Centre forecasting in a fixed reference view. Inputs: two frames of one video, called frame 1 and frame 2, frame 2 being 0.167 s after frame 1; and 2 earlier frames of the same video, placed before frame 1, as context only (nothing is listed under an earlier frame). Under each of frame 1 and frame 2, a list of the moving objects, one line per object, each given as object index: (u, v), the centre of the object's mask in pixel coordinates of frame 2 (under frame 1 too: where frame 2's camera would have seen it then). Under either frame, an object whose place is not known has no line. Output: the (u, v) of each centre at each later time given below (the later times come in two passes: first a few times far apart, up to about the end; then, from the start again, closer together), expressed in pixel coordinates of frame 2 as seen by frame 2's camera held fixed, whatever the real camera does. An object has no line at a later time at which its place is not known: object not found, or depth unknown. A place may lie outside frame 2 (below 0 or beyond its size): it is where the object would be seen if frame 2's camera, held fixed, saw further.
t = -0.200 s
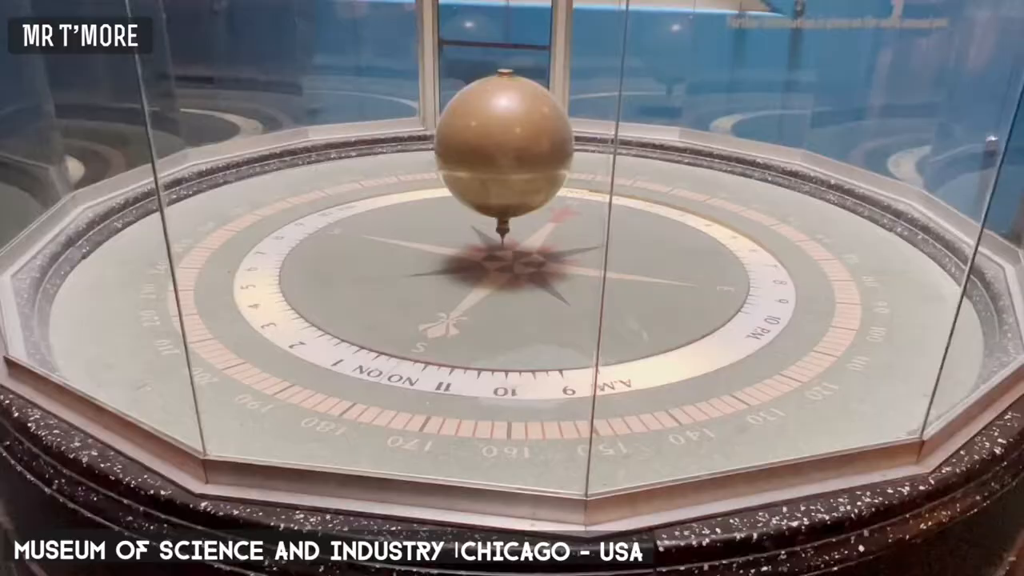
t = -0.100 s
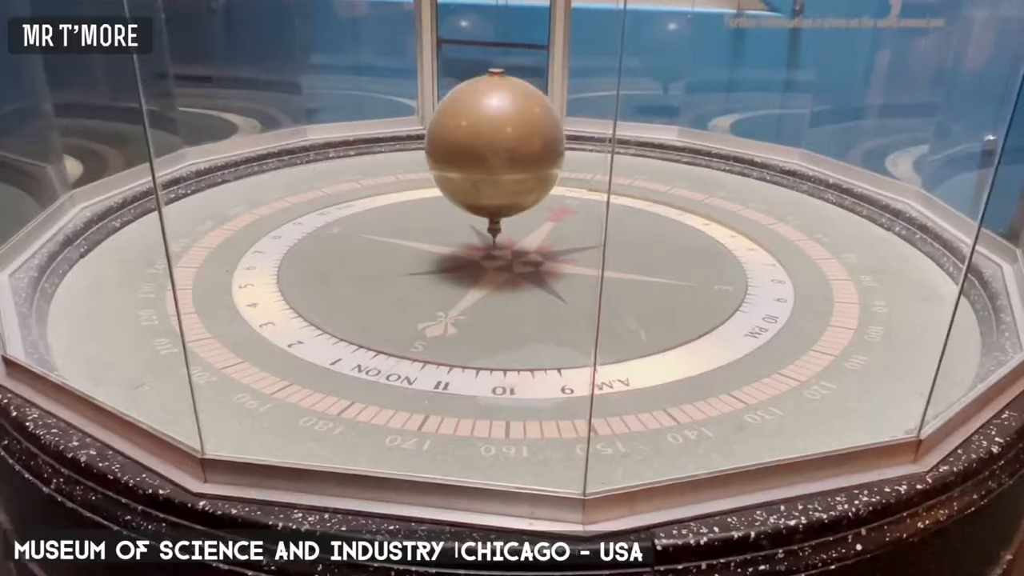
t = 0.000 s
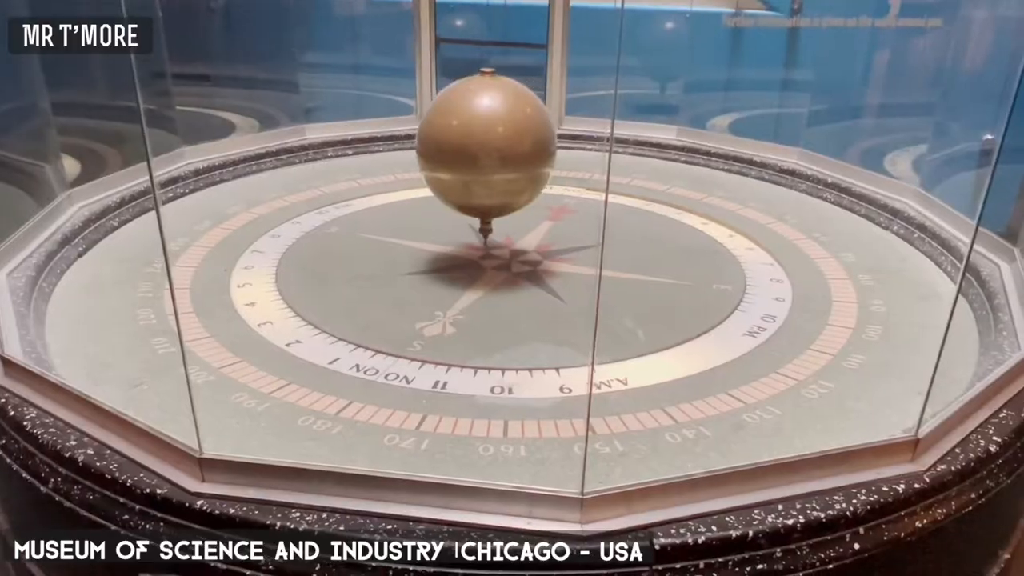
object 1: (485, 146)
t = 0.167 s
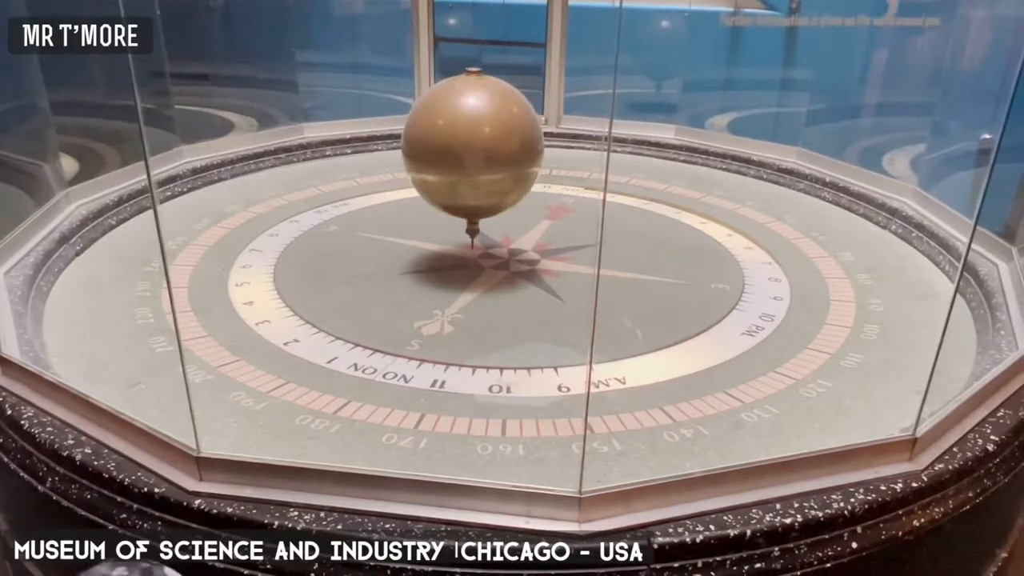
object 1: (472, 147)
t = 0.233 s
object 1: (469, 147)
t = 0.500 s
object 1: (451, 149)
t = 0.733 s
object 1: (437, 150)
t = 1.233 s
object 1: (414, 152)
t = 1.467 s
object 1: (407, 152)
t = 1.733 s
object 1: (403, 152)
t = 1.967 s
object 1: (403, 152)
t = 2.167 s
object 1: (405, 152)
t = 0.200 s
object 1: (470, 147)
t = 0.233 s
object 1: (469, 147)
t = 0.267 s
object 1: (466, 147)
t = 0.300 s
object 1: (463, 148)
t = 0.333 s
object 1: (461, 148)
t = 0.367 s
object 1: (460, 148)
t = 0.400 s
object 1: (457, 148)
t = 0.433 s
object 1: (455, 149)
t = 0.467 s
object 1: (453, 149)
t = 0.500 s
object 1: (451, 149)
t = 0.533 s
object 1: (449, 149)
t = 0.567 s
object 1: (447, 149)
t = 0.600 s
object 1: (444, 149)
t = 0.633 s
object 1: (442, 149)
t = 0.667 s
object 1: (440, 150)
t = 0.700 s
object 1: (439, 150)
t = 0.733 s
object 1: (437, 150)
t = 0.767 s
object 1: (435, 150)
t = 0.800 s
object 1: (433, 151)
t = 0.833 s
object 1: (431, 151)
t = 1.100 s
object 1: (419, 151)
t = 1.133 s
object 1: (418, 151)
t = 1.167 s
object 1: (416, 151)
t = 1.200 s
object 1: (415, 152)
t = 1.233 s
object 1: (414, 152)
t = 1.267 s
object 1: (413, 152)
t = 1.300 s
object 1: (412, 152)
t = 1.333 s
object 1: (411, 152)
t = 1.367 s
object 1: (410, 152)
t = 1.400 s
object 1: (409, 152)
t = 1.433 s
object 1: (408, 152)
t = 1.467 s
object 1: (407, 152)
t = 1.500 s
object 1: (407, 152)
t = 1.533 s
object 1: (406, 152)
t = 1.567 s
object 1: (405, 152)
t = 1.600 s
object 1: (405, 152)
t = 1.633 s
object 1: (404, 152)
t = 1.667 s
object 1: (404, 152)
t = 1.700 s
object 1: (404, 152)
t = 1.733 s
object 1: (403, 152)
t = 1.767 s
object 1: (403, 152)
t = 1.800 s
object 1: (403, 152)
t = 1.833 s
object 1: (403, 152)
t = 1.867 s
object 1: (403, 152)
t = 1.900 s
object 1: (403, 152)
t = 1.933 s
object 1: (403, 152)
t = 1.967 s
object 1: (403, 152)
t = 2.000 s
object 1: (403, 152)
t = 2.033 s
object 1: (404, 152)
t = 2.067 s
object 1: (404, 152)
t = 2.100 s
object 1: (404, 152)
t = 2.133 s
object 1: (405, 151)
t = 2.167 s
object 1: (405, 152)
